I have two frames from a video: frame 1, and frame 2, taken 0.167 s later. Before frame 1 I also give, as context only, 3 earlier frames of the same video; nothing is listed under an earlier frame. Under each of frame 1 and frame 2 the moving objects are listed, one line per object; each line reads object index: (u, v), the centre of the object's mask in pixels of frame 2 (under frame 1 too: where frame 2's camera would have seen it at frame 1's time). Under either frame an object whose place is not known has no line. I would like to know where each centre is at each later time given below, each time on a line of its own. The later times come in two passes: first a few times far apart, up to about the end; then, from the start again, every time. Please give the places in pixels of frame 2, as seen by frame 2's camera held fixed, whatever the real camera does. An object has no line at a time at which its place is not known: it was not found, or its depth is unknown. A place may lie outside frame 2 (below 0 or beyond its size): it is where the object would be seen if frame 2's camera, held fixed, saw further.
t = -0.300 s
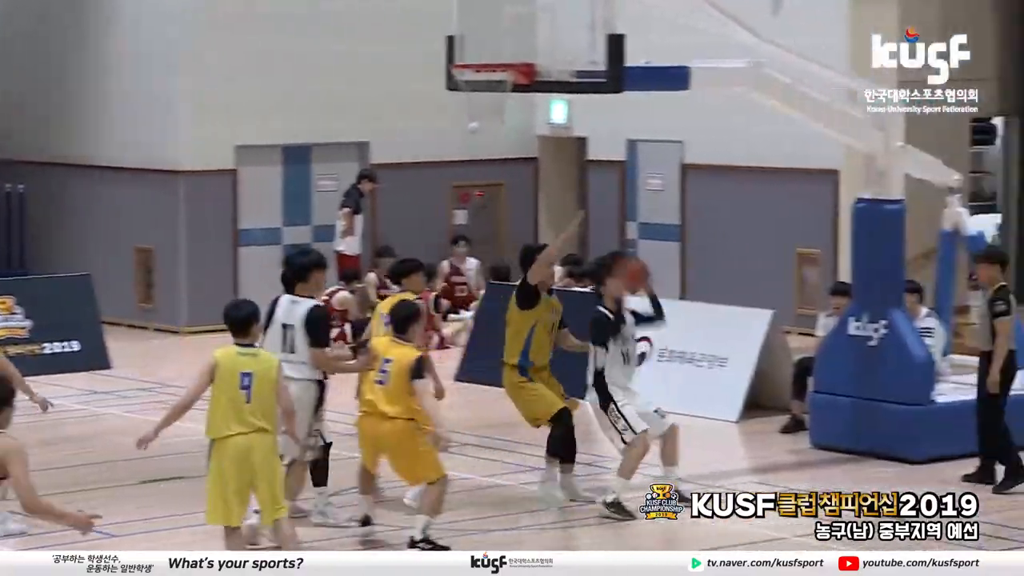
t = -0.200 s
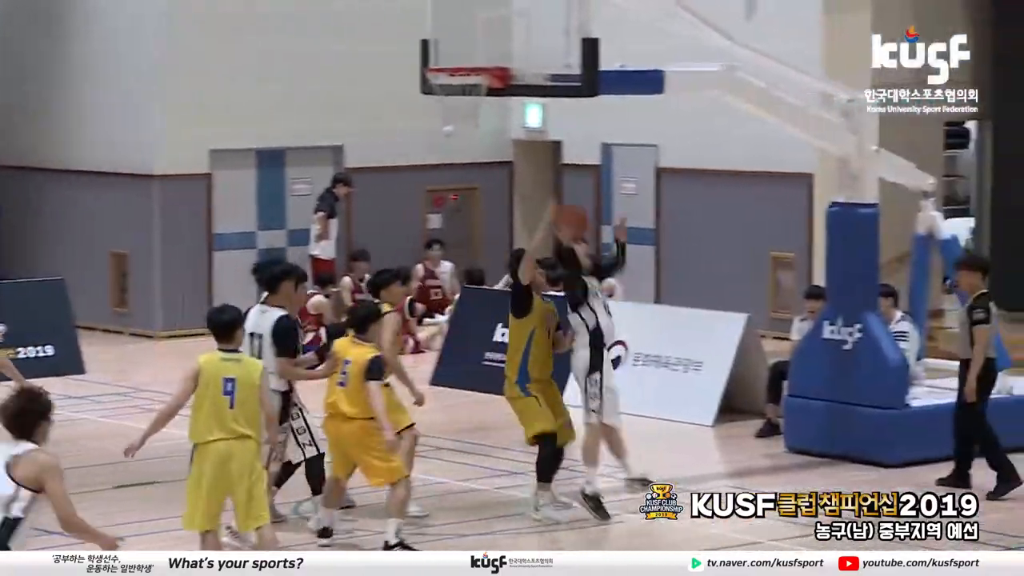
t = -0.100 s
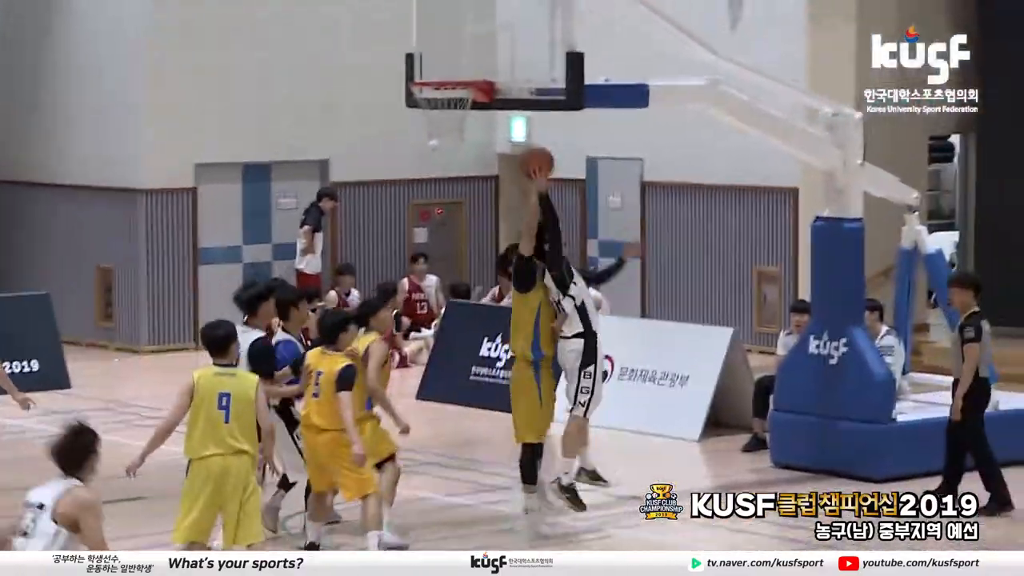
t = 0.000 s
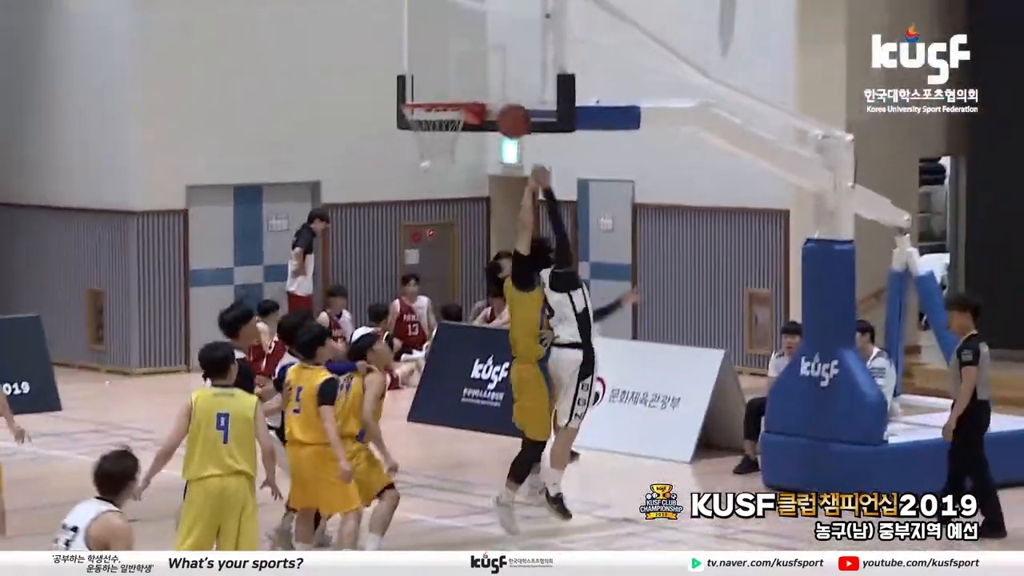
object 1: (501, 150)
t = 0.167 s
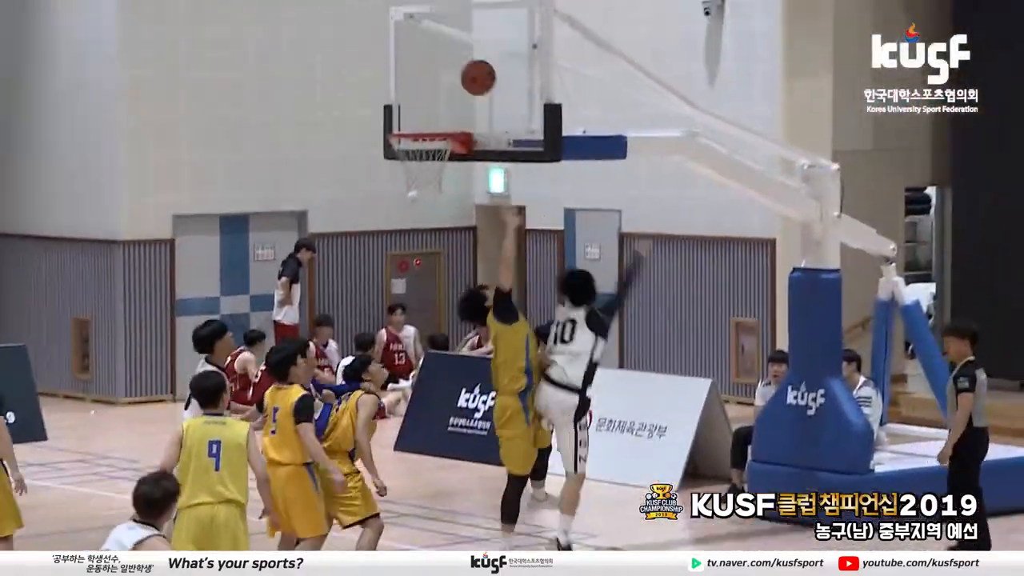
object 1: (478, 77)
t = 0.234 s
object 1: (469, 60)
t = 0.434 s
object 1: (443, 47)
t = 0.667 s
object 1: (412, 122)
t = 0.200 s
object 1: (474, 68)
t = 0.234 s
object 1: (469, 60)
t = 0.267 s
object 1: (465, 53)
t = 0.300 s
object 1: (461, 47)
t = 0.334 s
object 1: (457, 44)
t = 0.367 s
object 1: (452, 42)
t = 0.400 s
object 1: (448, 42)
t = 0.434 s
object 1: (443, 47)
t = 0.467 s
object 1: (439, 53)
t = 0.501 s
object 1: (434, 62)
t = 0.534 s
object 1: (429, 72)
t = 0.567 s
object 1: (425, 83)
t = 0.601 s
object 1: (421, 96)
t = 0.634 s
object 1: (417, 110)
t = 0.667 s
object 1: (412, 122)
